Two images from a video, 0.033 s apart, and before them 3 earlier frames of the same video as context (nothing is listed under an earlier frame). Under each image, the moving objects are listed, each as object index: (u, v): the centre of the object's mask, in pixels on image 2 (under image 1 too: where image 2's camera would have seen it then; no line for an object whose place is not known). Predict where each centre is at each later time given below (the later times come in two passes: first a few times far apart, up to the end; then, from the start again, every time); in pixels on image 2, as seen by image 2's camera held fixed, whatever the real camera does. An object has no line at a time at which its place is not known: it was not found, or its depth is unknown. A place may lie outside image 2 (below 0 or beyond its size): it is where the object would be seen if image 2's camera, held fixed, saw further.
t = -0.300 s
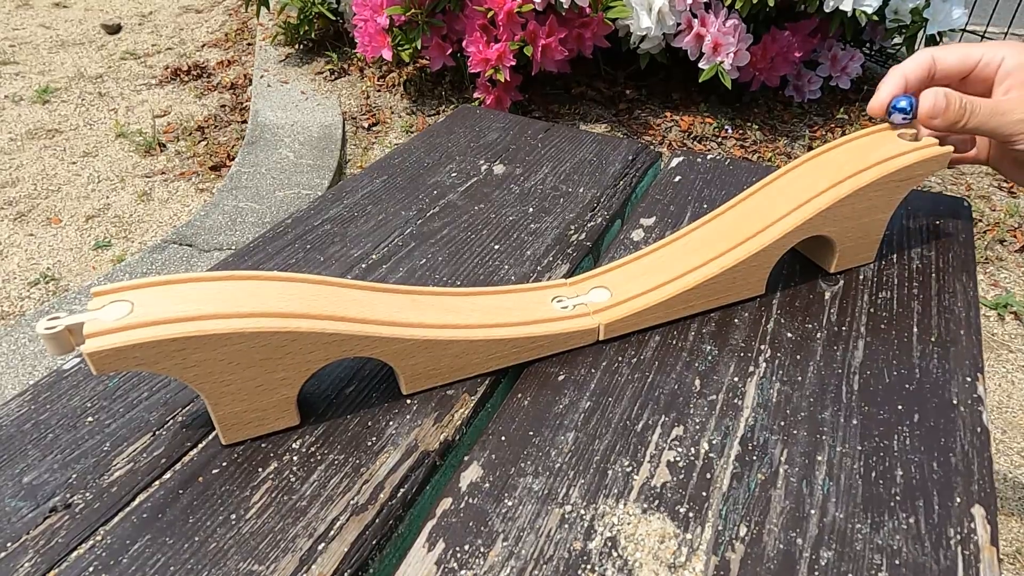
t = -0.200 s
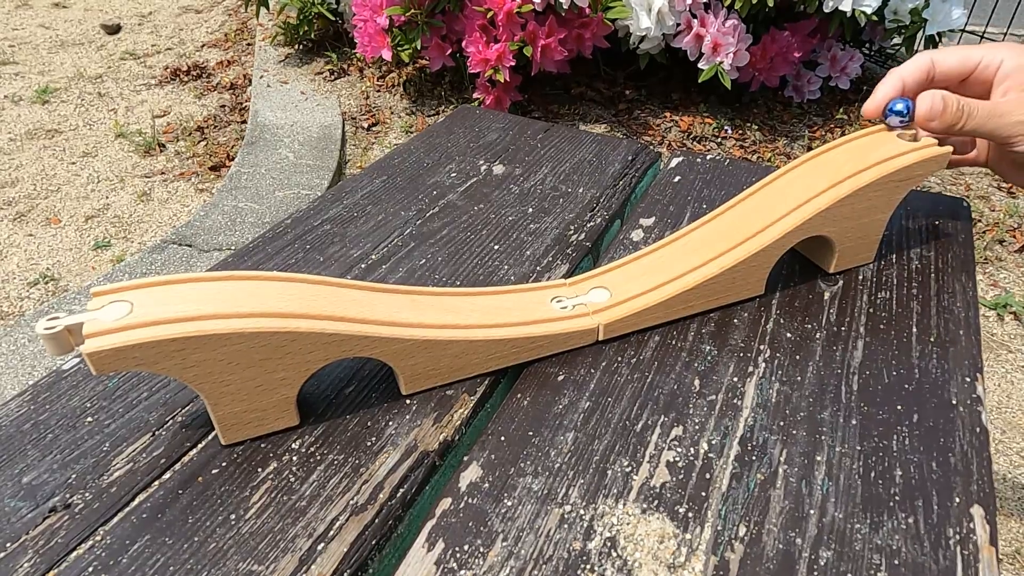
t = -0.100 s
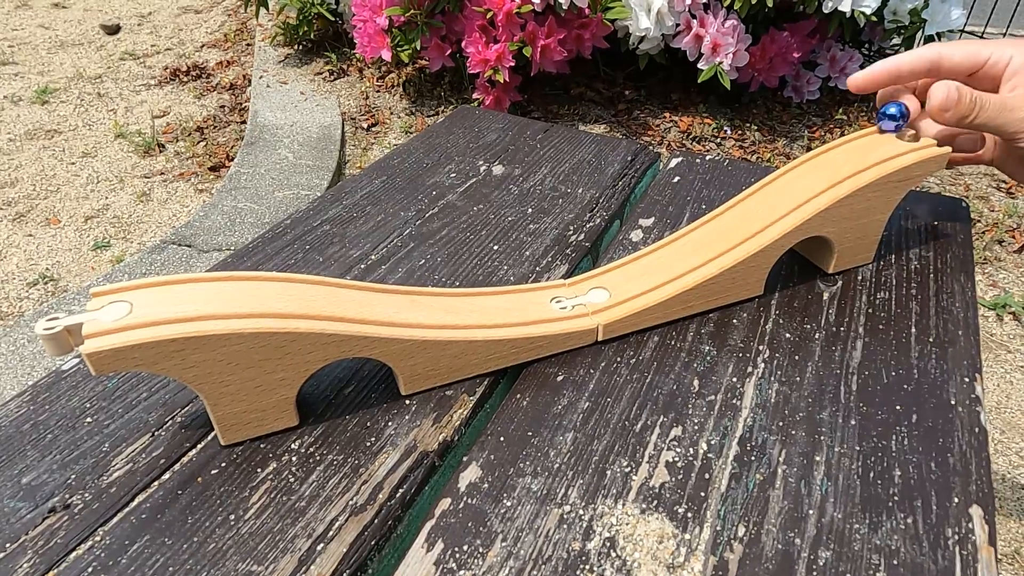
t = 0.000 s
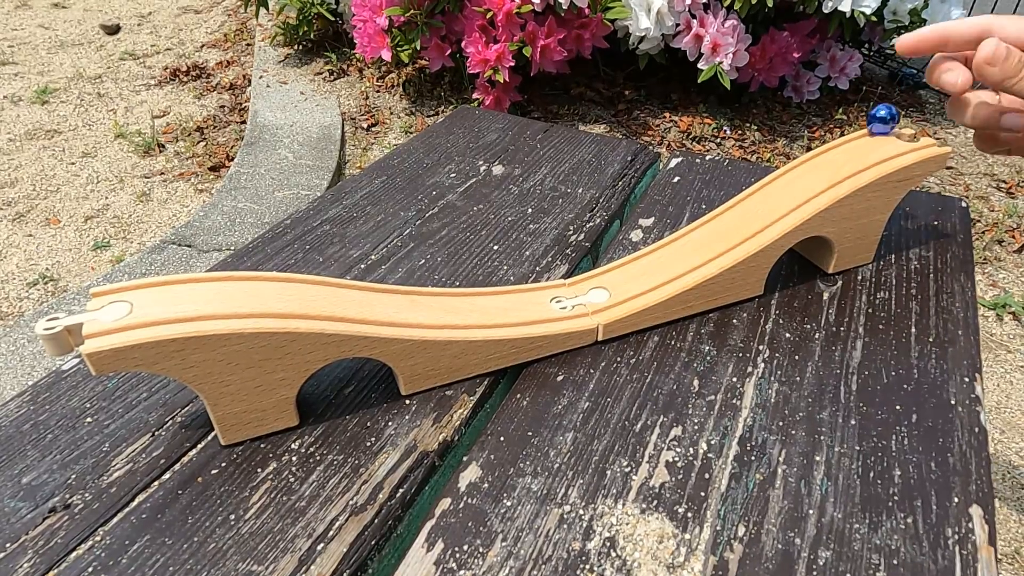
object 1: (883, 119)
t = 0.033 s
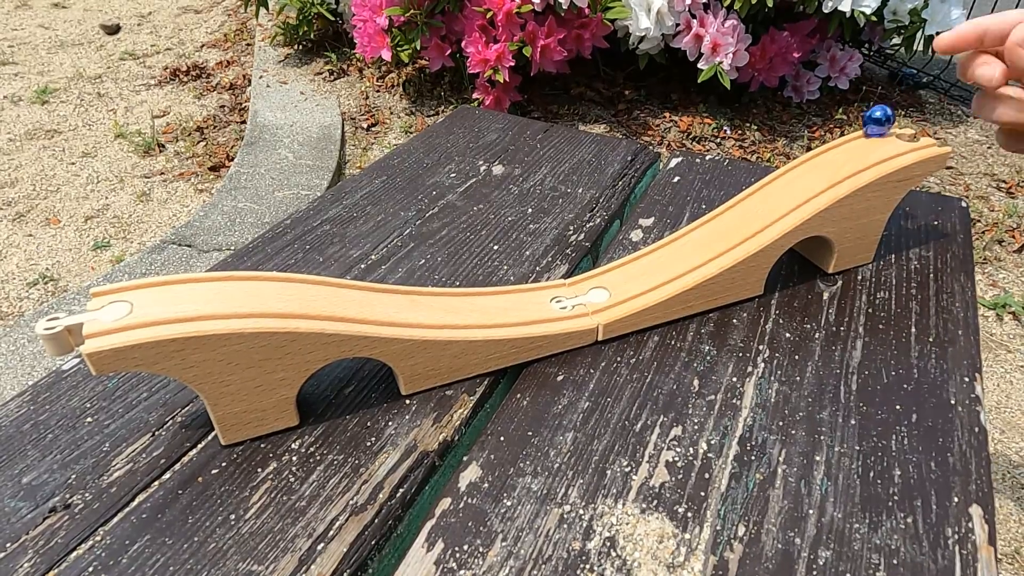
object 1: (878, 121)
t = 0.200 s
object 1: (834, 138)
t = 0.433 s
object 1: (640, 248)
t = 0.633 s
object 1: (376, 276)
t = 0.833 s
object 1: (256, 264)
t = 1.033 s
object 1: (333, 271)
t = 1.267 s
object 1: (611, 262)
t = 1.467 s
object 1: (753, 184)
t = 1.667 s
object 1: (722, 203)
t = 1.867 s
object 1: (545, 279)
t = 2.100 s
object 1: (373, 276)
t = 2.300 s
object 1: (444, 283)
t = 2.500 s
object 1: (627, 254)
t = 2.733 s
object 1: (713, 210)
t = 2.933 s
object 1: (632, 252)
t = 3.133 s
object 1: (478, 284)
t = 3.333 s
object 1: (431, 282)
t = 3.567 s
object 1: (565, 276)
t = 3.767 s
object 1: (669, 234)
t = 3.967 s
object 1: (655, 240)
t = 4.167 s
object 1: (541, 279)
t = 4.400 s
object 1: (466, 284)
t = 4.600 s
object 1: (537, 279)
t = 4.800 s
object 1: (633, 250)
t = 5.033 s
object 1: (627, 253)
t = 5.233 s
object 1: (536, 280)
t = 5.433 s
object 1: (497, 282)
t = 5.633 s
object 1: (555, 278)
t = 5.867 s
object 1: (624, 254)
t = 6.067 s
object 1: (593, 267)
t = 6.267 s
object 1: (527, 280)
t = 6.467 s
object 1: (536, 279)
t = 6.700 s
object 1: (602, 264)
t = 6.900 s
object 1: (595, 266)
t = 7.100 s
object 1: (543, 279)
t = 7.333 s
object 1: (553, 278)
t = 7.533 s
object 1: (592, 267)
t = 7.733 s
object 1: (578, 273)
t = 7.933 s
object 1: (550, 279)
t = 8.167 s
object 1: (579, 273)
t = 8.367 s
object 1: (574, 274)
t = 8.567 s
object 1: (556, 278)
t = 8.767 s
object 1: (575, 274)
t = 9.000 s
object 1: (564, 276)
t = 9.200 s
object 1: (564, 276)
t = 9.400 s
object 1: (572, 275)
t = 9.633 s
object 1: (564, 276)
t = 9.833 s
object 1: (569, 275)
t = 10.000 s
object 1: (564, 276)
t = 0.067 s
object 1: (872, 122)
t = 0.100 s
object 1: (865, 125)
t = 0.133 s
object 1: (857, 129)
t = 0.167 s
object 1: (846, 133)
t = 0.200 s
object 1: (834, 138)
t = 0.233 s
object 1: (818, 145)
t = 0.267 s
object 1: (799, 156)
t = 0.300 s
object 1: (777, 170)
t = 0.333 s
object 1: (749, 187)
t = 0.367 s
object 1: (717, 207)
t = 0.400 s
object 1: (681, 228)
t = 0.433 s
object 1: (640, 248)
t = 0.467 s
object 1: (596, 266)
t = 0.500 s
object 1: (548, 279)
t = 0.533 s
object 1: (502, 282)
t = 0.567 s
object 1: (457, 284)
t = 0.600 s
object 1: (415, 281)
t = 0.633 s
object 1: (376, 276)
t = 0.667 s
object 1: (342, 272)
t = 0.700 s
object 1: (314, 268)
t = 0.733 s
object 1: (291, 266)
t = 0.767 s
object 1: (274, 265)
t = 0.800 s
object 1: (262, 264)
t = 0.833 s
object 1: (256, 264)
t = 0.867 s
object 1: (255, 264)
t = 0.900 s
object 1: (260, 264)
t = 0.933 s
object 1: (269, 265)
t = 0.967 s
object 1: (285, 265)
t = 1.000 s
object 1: (306, 267)
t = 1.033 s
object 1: (333, 271)
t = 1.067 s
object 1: (366, 275)
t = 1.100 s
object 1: (402, 279)
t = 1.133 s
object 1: (442, 283)
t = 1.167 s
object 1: (484, 283)
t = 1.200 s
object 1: (527, 280)
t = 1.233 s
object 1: (571, 274)
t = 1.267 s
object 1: (611, 262)
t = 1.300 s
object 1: (647, 247)
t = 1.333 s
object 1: (678, 230)
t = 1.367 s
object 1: (703, 216)
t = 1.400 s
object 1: (724, 202)
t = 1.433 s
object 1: (741, 192)
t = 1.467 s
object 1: (753, 184)
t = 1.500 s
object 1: (759, 180)
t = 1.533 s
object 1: (761, 179)
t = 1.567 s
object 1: (759, 180)
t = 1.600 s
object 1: (751, 185)
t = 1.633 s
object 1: (740, 192)
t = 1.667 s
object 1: (722, 203)
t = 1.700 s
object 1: (702, 216)
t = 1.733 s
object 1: (677, 229)
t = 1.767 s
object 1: (648, 243)
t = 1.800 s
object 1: (616, 258)
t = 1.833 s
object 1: (581, 271)
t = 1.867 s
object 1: (545, 279)
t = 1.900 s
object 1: (511, 282)
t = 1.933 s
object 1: (478, 283)
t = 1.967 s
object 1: (448, 283)
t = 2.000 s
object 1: (420, 281)
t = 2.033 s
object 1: (399, 280)
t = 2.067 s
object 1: (383, 278)
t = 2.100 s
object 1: (373, 276)
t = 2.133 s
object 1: (369, 276)
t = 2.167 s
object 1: (372, 276)
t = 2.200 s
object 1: (381, 277)
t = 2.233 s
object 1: (397, 279)
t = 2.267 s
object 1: (418, 281)
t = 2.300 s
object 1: (444, 283)
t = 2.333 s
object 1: (472, 284)
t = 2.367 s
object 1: (503, 282)
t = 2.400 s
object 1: (536, 280)
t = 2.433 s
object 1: (569, 274)
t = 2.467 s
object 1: (601, 264)
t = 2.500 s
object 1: (627, 254)
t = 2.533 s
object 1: (650, 242)
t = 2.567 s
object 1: (671, 233)
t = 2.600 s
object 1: (687, 224)
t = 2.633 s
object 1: (700, 218)
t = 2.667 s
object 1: (708, 212)
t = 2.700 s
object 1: (713, 210)
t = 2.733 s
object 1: (713, 210)
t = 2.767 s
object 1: (709, 212)
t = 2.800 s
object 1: (701, 217)
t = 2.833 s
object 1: (689, 223)
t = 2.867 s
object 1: (674, 231)
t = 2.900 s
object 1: (653, 241)
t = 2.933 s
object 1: (632, 252)
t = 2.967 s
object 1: (607, 262)
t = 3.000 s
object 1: (579, 272)
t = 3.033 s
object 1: (551, 278)
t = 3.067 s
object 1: (524, 281)
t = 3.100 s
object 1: (499, 282)
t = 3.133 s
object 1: (478, 284)
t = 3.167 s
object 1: (458, 283)
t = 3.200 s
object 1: (444, 283)
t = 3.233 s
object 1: (433, 282)
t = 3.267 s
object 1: (427, 282)
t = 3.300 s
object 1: (427, 282)
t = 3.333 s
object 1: (431, 282)
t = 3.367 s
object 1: (441, 283)
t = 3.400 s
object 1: (454, 283)
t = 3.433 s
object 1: (472, 284)
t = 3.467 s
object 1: (492, 283)
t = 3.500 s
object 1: (514, 281)
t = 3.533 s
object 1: (539, 279)
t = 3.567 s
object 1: (565, 276)
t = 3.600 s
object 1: (590, 269)
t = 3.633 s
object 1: (611, 260)
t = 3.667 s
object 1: (630, 252)
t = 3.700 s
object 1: (646, 245)
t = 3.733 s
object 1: (658, 238)
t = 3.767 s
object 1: (669, 234)
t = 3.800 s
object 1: (675, 231)
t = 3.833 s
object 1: (677, 229)
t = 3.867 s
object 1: (677, 229)
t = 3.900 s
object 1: (673, 231)
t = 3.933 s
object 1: (665, 235)
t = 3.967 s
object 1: (655, 240)
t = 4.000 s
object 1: (642, 247)
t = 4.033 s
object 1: (625, 254)
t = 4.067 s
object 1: (607, 262)
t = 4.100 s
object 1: (585, 270)
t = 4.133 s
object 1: (563, 277)
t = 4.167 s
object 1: (541, 279)
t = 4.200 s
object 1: (522, 281)
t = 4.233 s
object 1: (504, 282)
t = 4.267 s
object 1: (490, 282)
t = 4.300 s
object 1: (479, 283)
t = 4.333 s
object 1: (470, 284)
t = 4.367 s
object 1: (466, 284)
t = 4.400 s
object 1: (466, 284)
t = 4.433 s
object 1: (470, 283)
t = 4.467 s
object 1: (478, 283)
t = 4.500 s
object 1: (488, 283)
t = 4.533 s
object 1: (502, 282)
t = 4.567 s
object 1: (519, 281)
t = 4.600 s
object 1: (537, 279)
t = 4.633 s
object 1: (557, 277)
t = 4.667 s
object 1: (577, 273)
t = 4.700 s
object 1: (595, 266)
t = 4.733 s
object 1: (610, 260)
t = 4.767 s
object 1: (622, 255)
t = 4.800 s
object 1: (633, 250)
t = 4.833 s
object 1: (641, 247)
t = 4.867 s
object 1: (646, 245)
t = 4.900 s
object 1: (647, 244)
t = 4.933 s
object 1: (646, 244)
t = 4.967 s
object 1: (643, 246)
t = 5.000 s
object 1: (636, 249)
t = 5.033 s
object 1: (627, 253)
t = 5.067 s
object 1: (616, 258)
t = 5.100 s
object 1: (602, 263)
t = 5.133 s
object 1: (586, 270)
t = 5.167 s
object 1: (569, 276)
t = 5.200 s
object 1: (552, 277)
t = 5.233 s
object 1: (536, 280)
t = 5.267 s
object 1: (523, 281)
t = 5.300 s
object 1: (512, 281)
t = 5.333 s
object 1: (504, 282)
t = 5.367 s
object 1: (498, 282)
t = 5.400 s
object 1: (496, 282)
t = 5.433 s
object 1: (497, 282)
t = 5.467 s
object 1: (500, 281)
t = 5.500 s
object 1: (506, 282)
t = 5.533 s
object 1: (515, 281)
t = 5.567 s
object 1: (527, 280)
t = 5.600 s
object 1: (540, 279)
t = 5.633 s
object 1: (555, 278)
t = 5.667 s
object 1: (571, 274)
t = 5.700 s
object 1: (585, 270)
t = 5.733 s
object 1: (597, 265)
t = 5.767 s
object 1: (608, 261)
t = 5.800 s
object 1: (615, 258)
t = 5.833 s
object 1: (621, 255)
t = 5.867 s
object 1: (624, 254)
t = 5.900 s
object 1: (624, 254)
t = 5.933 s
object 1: (622, 255)
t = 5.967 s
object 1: (618, 257)
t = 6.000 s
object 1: (612, 260)
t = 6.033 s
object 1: (603, 263)
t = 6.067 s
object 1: (593, 267)
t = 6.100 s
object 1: (580, 272)
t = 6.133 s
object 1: (567, 276)
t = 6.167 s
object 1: (554, 278)
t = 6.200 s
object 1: (543, 279)
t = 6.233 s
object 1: (534, 280)
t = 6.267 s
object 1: (527, 280)
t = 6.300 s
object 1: (521, 281)
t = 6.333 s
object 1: (519, 281)
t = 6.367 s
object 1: (520, 281)
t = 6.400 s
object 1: (523, 280)
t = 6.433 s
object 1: (529, 280)
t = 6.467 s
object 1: (536, 279)
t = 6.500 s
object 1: (546, 279)
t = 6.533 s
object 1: (557, 278)
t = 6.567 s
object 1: (569, 275)
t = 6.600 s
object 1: (579, 272)
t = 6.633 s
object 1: (589, 269)
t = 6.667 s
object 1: (597, 265)
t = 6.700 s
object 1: (602, 264)
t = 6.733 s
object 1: (606, 262)
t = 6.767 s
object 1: (608, 261)
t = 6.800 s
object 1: (608, 261)
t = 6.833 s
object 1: (605, 262)
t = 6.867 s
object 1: (601, 264)
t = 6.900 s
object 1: (595, 266)
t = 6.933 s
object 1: (587, 269)
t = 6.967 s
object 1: (578, 273)
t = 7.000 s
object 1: (567, 276)
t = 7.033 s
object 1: (558, 277)
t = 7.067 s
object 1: (550, 278)
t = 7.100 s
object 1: (543, 279)
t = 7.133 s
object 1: (538, 279)
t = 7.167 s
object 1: (536, 279)
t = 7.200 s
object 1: (536, 279)
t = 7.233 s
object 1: (536, 279)
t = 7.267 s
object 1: (540, 279)
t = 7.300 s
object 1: (545, 279)
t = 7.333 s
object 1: (553, 278)
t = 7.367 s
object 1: (561, 277)
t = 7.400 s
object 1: (570, 275)
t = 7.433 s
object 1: (578, 273)
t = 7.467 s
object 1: (584, 271)
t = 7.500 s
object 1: (589, 269)
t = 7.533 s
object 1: (592, 267)
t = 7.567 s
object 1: (594, 267)
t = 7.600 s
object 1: (594, 267)
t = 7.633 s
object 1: (592, 267)
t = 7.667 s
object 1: (590, 268)
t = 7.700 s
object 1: (584, 270)
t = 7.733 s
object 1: (578, 273)
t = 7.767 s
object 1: (571, 275)
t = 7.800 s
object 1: (564, 276)
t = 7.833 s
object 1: (558, 278)
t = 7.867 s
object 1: (553, 278)
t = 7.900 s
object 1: (550, 279)
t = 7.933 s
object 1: (550, 279)
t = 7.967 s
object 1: (550, 279)
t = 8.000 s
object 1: (553, 278)
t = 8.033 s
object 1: (557, 278)
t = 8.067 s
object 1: (562, 277)
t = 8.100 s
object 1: (569, 275)
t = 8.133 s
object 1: (574, 274)
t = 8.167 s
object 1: (579, 273)
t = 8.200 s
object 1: (581, 272)
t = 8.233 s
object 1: (583, 271)
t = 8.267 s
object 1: (582, 271)
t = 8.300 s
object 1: (581, 272)
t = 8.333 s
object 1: (578, 273)
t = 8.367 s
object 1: (574, 274)
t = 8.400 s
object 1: (570, 275)
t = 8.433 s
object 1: (564, 276)
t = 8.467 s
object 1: (560, 277)
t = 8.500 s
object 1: (557, 277)
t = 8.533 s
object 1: (555, 278)
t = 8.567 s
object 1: (556, 278)
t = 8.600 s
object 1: (557, 278)
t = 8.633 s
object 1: (560, 277)
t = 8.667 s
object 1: (564, 276)
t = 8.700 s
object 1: (569, 276)
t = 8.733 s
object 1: (573, 275)
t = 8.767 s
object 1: (575, 274)
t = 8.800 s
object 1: (577, 273)
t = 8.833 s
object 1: (577, 273)
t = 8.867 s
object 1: (577, 273)
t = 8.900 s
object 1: (575, 274)
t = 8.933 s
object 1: (572, 275)
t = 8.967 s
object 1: (568, 276)
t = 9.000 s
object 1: (564, 276)
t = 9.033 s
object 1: (562, 276)
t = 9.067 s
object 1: (560, 277)
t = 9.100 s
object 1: (559, 277)
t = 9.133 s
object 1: (560, 277)
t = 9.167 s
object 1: (562, 276)
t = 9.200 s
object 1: (564, 276)
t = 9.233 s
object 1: (568, 275)
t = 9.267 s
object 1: (570, 275)
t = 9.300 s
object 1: (572, 275)
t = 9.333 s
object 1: (573, 274)
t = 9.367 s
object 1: (573, 274)
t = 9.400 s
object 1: (572, 275)
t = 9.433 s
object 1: (570, 276)
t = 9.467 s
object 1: (567, 276)
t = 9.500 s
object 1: (564, 276)
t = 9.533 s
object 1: (563, 277)
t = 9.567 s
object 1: (562, 276)
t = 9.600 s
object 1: (563, 276)
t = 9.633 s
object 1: (564, 276)
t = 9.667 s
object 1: (566, 276)
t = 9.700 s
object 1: (568, 276)
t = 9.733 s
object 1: (569, 275)
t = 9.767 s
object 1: (570, 275)
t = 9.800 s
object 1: (570, 275)
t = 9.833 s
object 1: (569, 275)
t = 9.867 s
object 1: (568, 276)
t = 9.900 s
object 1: (567, 276)
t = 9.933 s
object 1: (565, 276)
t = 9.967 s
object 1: (564, 276)
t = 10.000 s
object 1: (564, 276)
